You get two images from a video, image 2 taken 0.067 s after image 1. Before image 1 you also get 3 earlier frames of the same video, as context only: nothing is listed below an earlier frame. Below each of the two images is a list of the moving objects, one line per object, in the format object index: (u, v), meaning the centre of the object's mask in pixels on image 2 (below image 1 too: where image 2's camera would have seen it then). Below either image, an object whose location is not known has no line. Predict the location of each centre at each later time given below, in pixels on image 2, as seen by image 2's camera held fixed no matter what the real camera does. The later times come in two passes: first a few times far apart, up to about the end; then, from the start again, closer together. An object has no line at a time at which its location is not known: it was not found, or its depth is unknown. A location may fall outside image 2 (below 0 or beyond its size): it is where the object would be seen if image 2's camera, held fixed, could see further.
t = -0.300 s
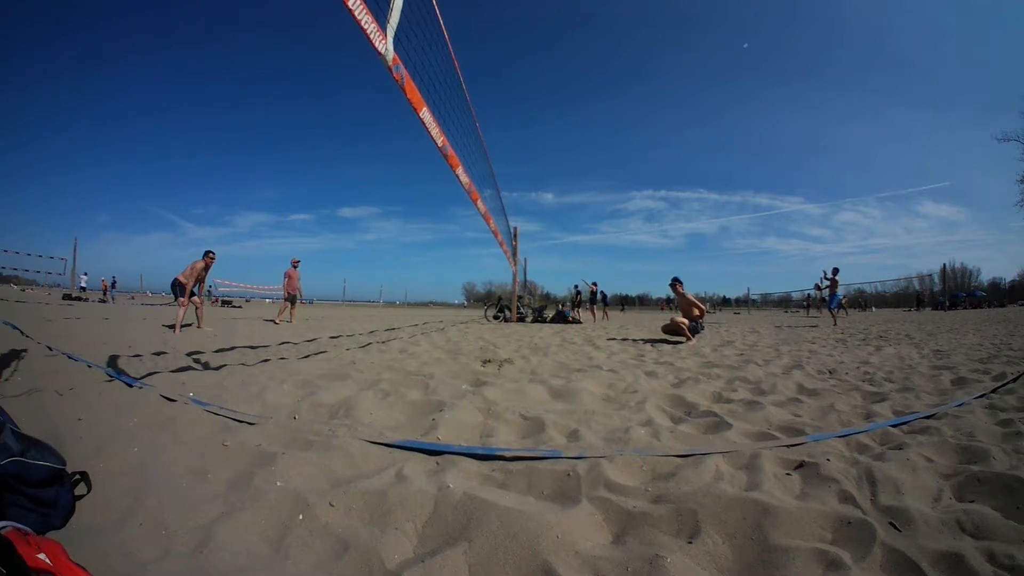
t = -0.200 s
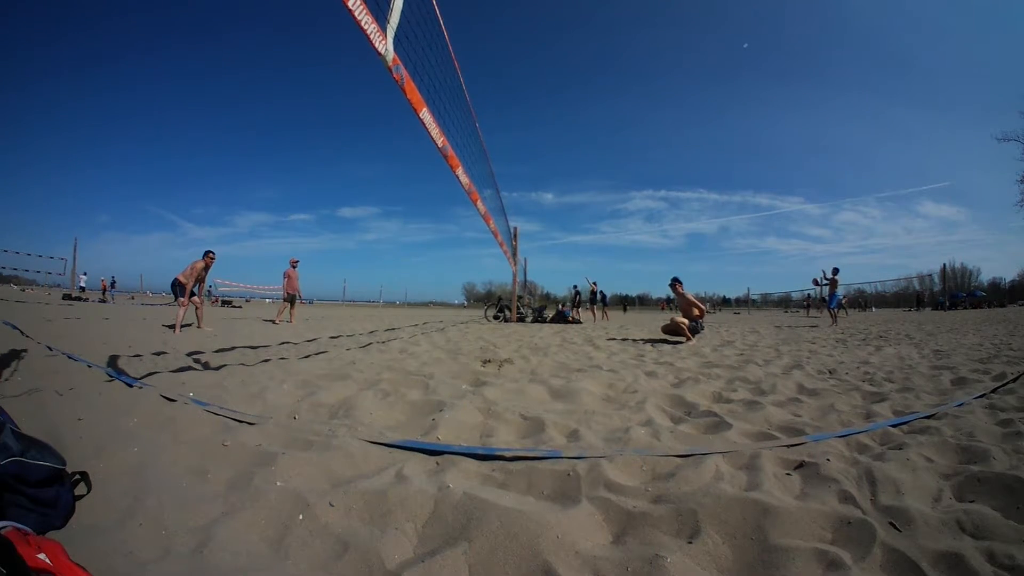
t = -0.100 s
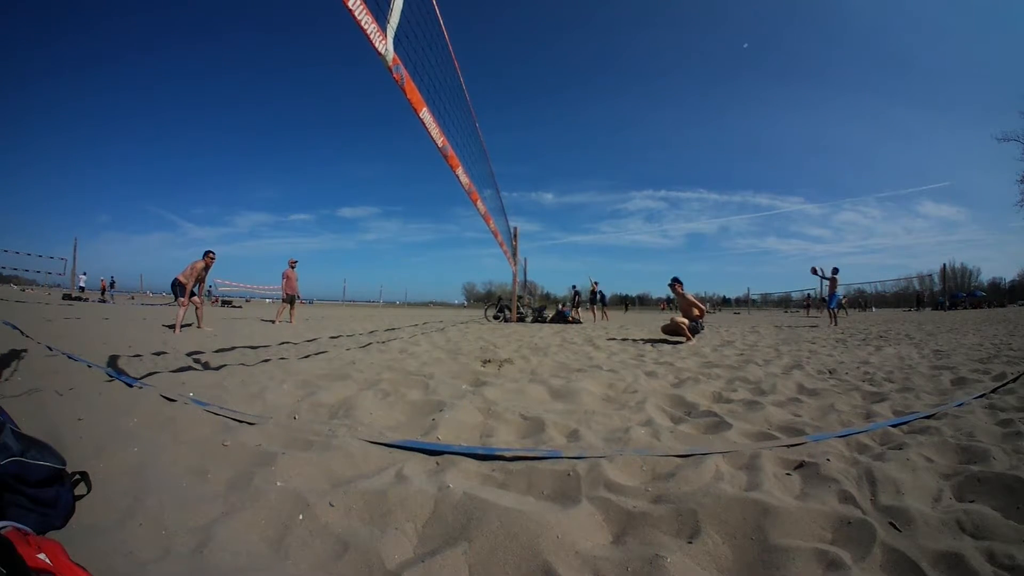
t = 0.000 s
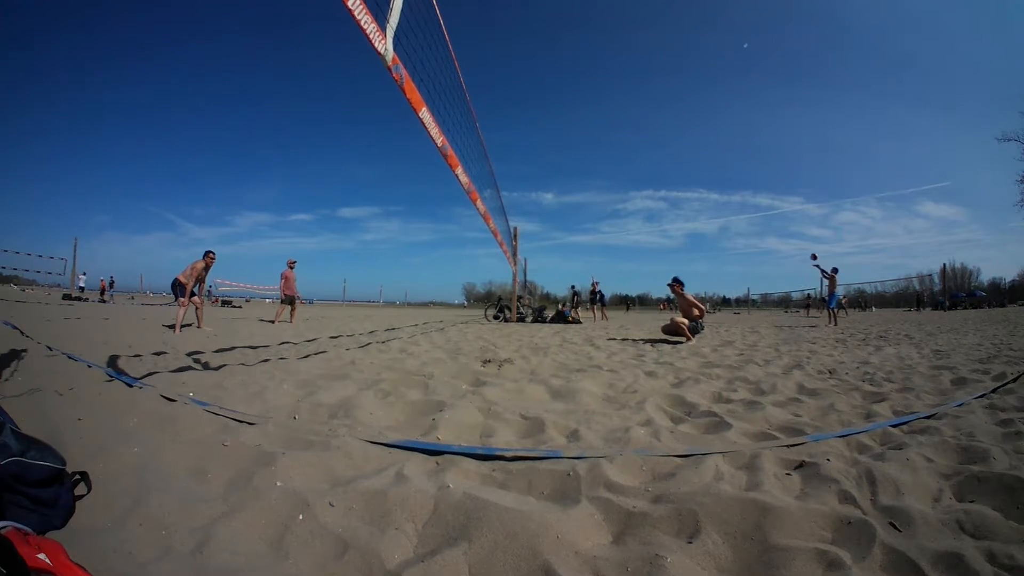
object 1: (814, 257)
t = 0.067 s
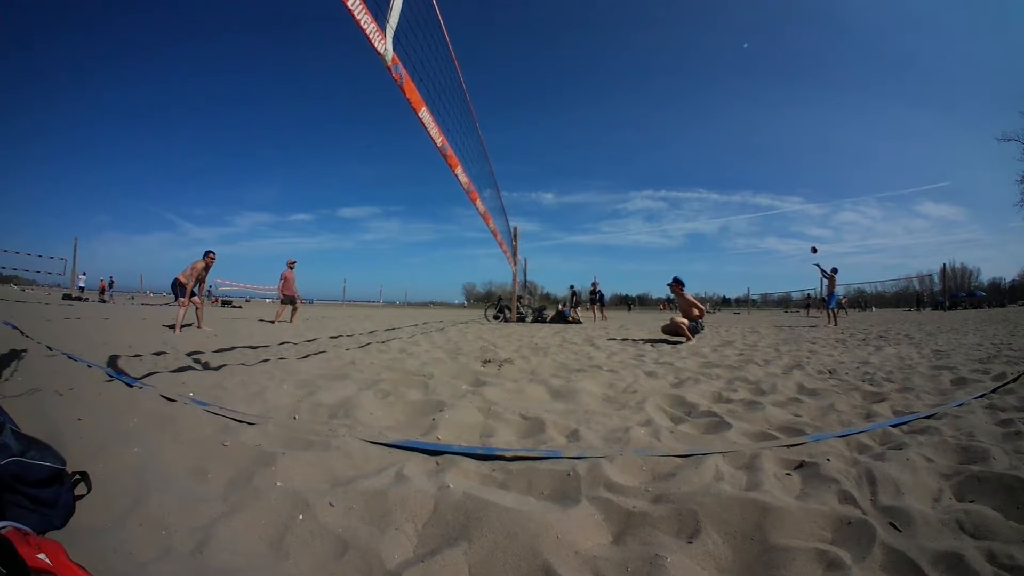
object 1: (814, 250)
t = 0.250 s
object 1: (815, 239)
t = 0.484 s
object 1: (819, 241)
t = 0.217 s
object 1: (815, 240)
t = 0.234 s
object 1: (815, 239)
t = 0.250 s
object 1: (815, 239)
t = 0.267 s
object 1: (815, 238)
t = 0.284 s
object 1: (815, 238)
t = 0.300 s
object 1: (815, 238)
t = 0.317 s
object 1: (816, 238)
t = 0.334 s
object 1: (816, 238)
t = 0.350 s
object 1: (816, 238)
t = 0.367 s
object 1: (817, 238)
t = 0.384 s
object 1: (817, 238)
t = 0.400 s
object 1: (817, 239)
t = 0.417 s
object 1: (818, 239)
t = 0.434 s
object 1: (818, 239)
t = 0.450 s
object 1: (818, 240)
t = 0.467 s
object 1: (819, 240)
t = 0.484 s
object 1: (819, 241)
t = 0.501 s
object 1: (820, 242)
